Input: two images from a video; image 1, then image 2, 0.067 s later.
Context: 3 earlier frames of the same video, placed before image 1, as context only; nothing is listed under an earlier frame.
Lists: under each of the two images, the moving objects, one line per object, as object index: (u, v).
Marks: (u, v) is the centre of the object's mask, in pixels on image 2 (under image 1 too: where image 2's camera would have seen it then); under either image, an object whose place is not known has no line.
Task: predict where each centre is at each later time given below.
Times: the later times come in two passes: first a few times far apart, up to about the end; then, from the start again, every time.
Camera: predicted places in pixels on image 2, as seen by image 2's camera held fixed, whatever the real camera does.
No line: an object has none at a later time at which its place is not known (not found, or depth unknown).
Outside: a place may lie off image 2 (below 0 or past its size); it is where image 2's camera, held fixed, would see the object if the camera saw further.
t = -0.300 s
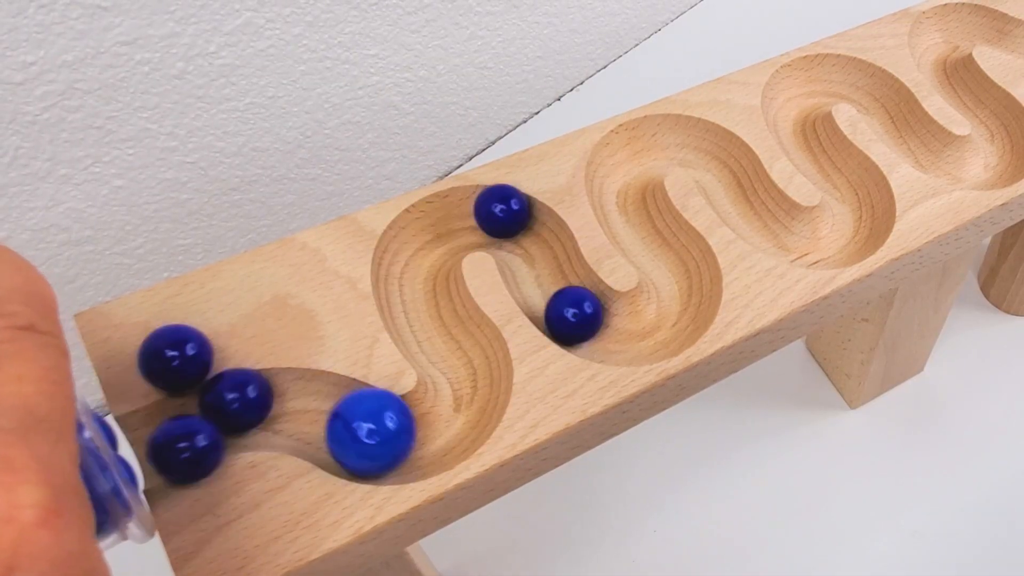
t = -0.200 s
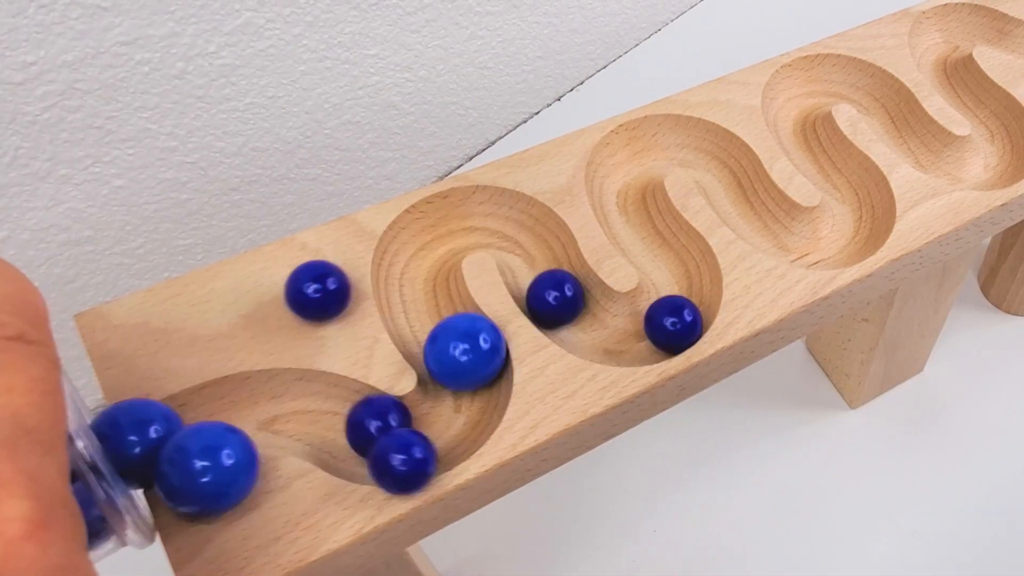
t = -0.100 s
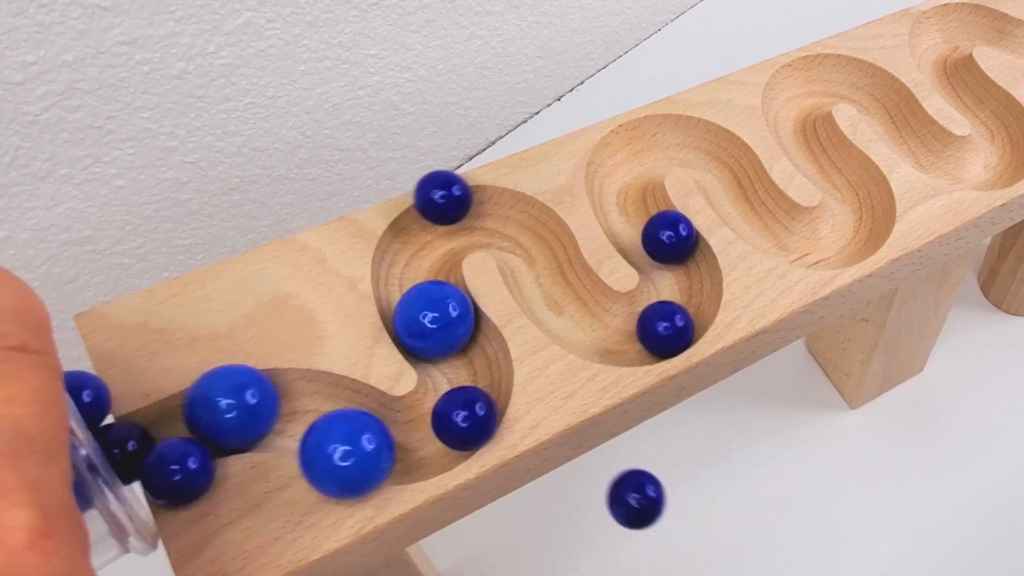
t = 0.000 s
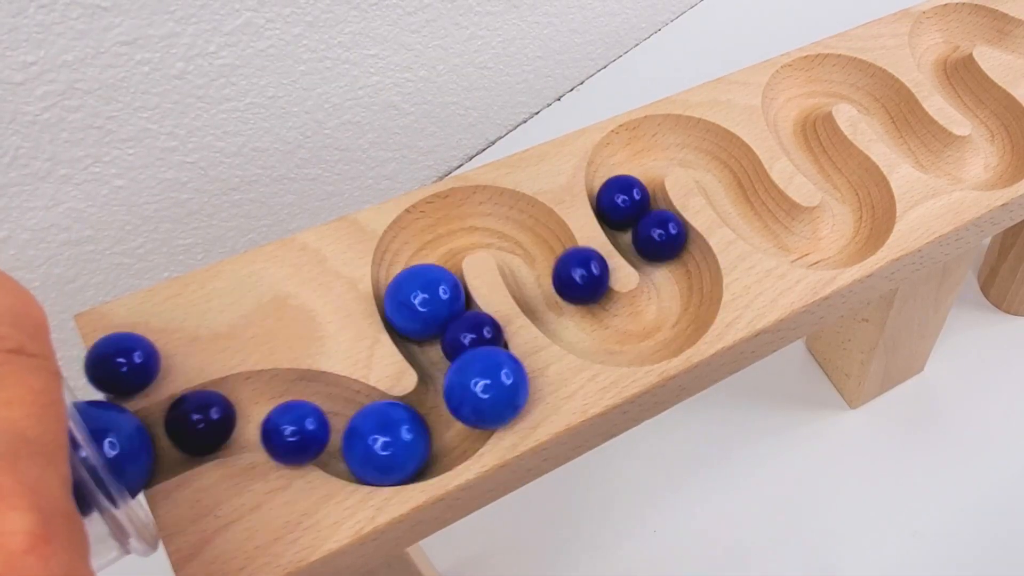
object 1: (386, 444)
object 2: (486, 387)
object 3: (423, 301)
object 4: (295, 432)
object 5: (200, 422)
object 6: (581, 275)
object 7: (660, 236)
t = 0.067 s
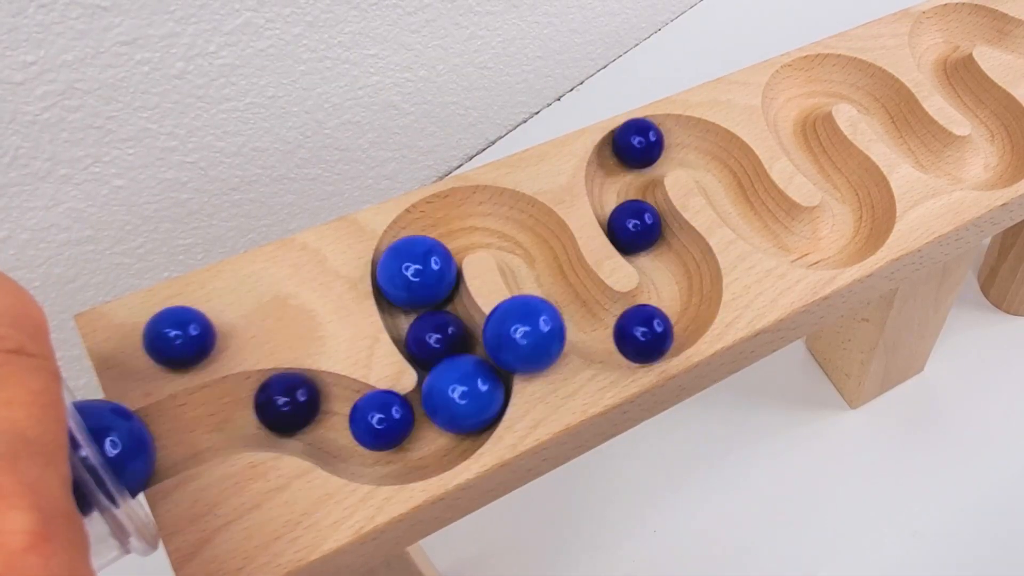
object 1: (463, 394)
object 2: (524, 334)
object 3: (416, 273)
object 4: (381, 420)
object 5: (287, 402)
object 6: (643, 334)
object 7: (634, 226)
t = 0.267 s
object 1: (430, 316)
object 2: (595, 321)
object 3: (537, 245)
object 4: (475, 366)
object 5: (446, 418)
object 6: (649, 245)
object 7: (632, 181)
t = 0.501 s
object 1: (419, 288)
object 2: (645, 229)
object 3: (684, 293)
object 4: (450, 348)
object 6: (625, 176)
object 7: (708, 146)
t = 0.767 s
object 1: (425, 304)
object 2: (715, 154)
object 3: (625, 175)
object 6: (753, 218)
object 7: (865, 199)
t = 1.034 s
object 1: (542, 257)
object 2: (850, 175)
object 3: (760, 211)
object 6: (802, 140)
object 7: (859, 78)
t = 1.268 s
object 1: (677, 267)
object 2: (800, 92)
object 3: (820, 149)
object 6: (902, 122)
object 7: (1010, 136)
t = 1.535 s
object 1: (624, 175)
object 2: (946, 155)
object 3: (864, 81)
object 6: (963, 88)
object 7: (987, 21)
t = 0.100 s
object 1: (469, 367)
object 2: (556, 307)
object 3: (418, 253)
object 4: (397, 437)
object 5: (338, 412)
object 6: (675, 327)
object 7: (639, 215)
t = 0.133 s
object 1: (461, 352)
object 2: (578, 304)
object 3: (431, 235)
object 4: (431, 445)
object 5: (372, 437)
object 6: (697, 309)
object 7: (639, 203)
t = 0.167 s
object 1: (451, 342)
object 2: (579, 308)
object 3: (453, 219)
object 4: (462, 422)
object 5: (402, 454)
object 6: (707, 286)
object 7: (627, 199)
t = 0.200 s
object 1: (443, 334)
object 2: (583, 311)
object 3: (483, 214)
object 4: (473, 396)
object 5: (431, 446)
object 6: (699, 266)
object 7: (619, 194)
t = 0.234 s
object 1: (439, 321)
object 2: (586, 317)
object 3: (515, 222)
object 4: (476, 377)
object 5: (445, 433)
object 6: (670, 259)
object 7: (625, 189)
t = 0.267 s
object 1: (430, 316)
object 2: (595, 321)
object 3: (537, 245)
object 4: (475, 366)
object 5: (446, 418)
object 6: (649, 245)
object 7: (632, 181)
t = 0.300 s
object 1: (427, 309)
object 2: (608, 326)
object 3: (546, 275)
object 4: (468, 362)
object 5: (455, 416)
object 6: (644, 229)
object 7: (629, 175)
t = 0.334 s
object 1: (427, 300)
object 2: (634, 329)
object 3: (560, 295)
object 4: (458, 360)
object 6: (640, 211)
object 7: (622, 165)
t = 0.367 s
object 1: (421, 296)
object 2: (663, 319)
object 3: (581, 312)
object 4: (459, 355)
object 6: (629, 203)
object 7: (628, 157)
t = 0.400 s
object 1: (423, 291)
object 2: (682, 296)
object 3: (606, 327)
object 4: (463, 348)
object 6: (622, 197)
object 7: (646, 153)
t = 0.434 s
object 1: (420, 290)
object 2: (683, 270)
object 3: (636, 327)
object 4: (461, 346)
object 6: (627, 190)
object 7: (665, 145)
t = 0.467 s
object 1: (421, 288)
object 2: (667, 245)
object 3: (668, 316)
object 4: (454, 348)
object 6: (630, 183)
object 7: (687, 138)
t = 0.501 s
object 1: (419, 288)
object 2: (645, 229)
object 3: (684, 293)
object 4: (450, 348)
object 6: (625, 176)
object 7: (708, 146)
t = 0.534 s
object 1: (421, 290)
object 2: (635, 212)
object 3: (681, 267)
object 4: (455, 344)
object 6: (622, 164)
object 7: (725, 166)
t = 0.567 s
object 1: (421, 291)
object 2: (627, 197)
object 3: (671, 249)
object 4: (457, 346)
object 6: (636, 148)
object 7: (737, 191)
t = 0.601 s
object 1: (422, 294)
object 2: (624, 179)
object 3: (657, 240)
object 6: (659, 142)
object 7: (751, 214)
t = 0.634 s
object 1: (423, 298)
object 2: (627, 163)
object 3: (648, 229)
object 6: (685, 143)
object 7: (774, 232)
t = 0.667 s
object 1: (424, 301)
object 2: (641, 150)
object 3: (642, 220)
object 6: (715, 149)
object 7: (809, 244)
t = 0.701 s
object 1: (425, 305)
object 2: (662, 140)
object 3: (632, 204)
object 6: (735, 168)
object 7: (845, 241)
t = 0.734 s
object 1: (427, 308)
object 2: (688, 139)
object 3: (626, 189)
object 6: (742, 197)
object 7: (866, 224)
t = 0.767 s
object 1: (425, 304)
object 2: (715, 154)
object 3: (625, 175)
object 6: (753, 218)
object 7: (865, 199)
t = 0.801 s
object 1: (424, 283)
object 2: (734, 173)
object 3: (628, 162)
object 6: (778, 234)
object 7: (847, 172)
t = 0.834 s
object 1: (416, 269)
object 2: (745, 198)
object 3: (640, 150)
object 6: (813, 244)
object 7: (820, 152)
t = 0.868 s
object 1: (421, 250)
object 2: (768, 218)
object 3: (658, 142)
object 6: (848, 240)
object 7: (798, 134)
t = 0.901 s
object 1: (434, 230)
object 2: (797, 234)
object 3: (684, 139)
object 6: (865, 223)
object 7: (790, 118)
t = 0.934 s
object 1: (460, 216)
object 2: (829, 237)
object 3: (709, 149)
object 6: (863, 196)
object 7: (797, 101)
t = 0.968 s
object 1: (494, 216)
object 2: (857, 223)
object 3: (729, 168)
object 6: (848, 170)
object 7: (811, 82)
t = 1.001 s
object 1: (526, 228)
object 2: (863, 198)
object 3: (740, 191)
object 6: (825, 155)
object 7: (834, 71)
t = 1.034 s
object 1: (542, 257)
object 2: (850, 175)
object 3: (760, 211)
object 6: (802, 140)
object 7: (859, 78)
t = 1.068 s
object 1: (553, 287)
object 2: (830, 158)
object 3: (787, 230)
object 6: (792, 123)
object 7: (884, 99)
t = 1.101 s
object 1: (580, 311)
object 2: (818, 147)
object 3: (819, 238)
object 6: (794, 103)
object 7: (902, 125)
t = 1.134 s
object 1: (615, 329)
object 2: (809, 136)
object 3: (848, 229)
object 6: (807, 84)
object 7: (921, 149)
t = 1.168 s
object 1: (652, 325)
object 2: (802, 124)
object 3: (862, 207)
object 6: (829, 72)
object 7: (947, 164)
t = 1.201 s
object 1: (681, 301)
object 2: (797, 113)
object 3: (855, 183)
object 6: (857, 79)
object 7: (978, 170)
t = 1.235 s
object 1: (688, 278)
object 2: (796, 103)
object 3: (837, 163)
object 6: (884, 98)
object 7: (1005, 160)
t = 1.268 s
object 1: (677, 267)
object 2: (800, 92)
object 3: (820, 149)
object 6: (902, 122)
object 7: (1010, 136)
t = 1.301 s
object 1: (673, 250)
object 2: (810, 81)
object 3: (809, 136)
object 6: (918, 146)
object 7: (1002, 112)
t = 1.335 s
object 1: (660, 240)
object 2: (827, 75)
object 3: (802, 123)
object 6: (942, 161)
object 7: (974, 94)
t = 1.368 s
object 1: (647, 231)
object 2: (848, 76)
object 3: (796, 109)
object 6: (971, 169)
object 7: (947, 76)
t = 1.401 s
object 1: (642, 218)
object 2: (871, 84)
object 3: (798, 98)
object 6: (1001, 163)
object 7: (937, 61)
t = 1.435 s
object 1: (633, 209)
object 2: (889, 102)
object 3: (806, 87)
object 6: (1010, 145)
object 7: (938, 49)
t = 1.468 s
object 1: (630, 199)
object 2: (901, 122)
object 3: (820, 79)
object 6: (1005, 125)
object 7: (947, 31)
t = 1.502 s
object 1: (625, 187)
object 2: (921, 138)
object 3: (840, 75)
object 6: (987, 103)
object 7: (965, 18)
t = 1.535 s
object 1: (624, 175)
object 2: (946, 155)
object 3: (864, 81)
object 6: (963, 88)
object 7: (987, 21)
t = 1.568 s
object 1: (628, 162)
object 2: (973, 162)
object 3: (885, 97)
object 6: (945, 72)
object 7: (1009, 35)
